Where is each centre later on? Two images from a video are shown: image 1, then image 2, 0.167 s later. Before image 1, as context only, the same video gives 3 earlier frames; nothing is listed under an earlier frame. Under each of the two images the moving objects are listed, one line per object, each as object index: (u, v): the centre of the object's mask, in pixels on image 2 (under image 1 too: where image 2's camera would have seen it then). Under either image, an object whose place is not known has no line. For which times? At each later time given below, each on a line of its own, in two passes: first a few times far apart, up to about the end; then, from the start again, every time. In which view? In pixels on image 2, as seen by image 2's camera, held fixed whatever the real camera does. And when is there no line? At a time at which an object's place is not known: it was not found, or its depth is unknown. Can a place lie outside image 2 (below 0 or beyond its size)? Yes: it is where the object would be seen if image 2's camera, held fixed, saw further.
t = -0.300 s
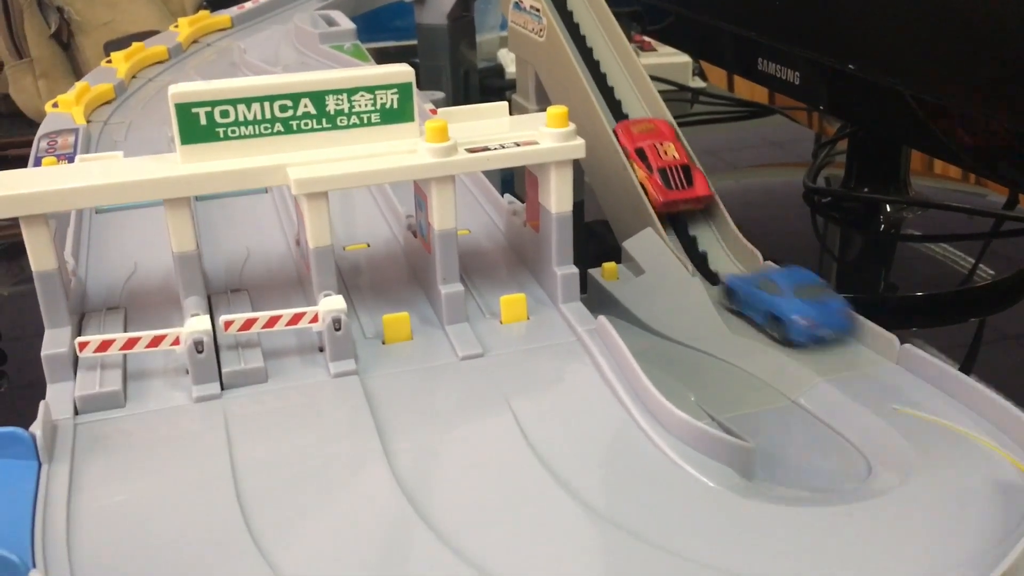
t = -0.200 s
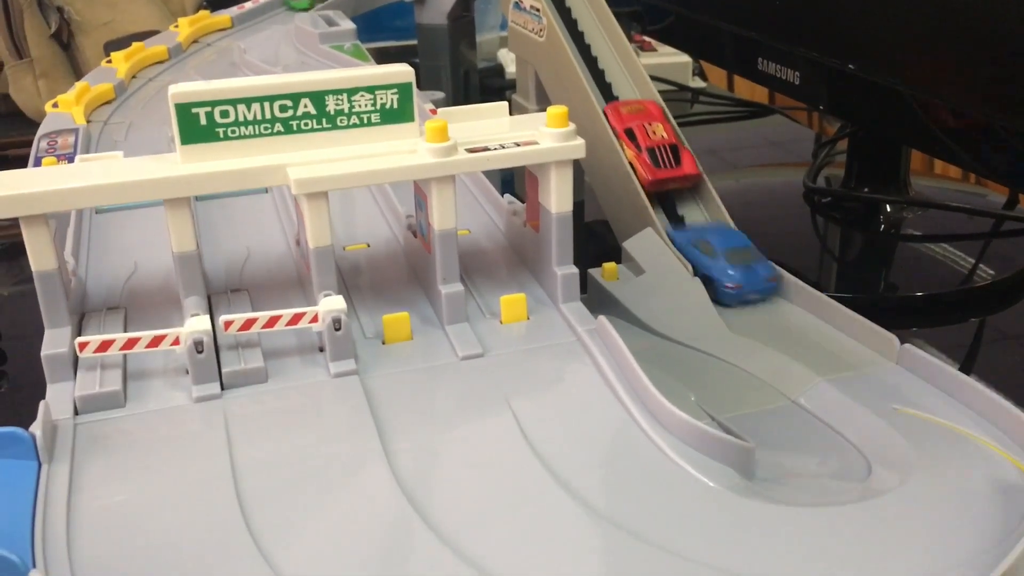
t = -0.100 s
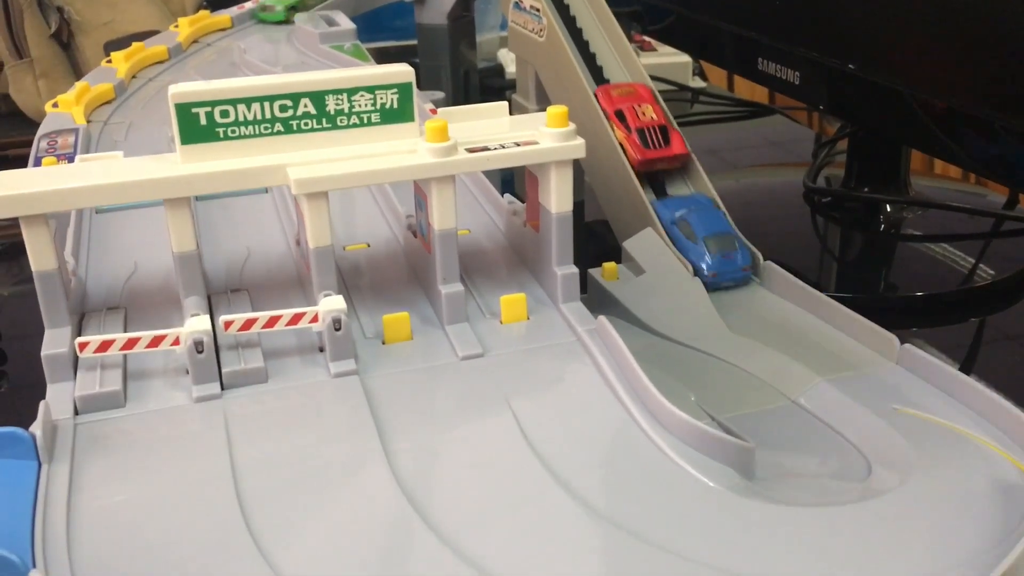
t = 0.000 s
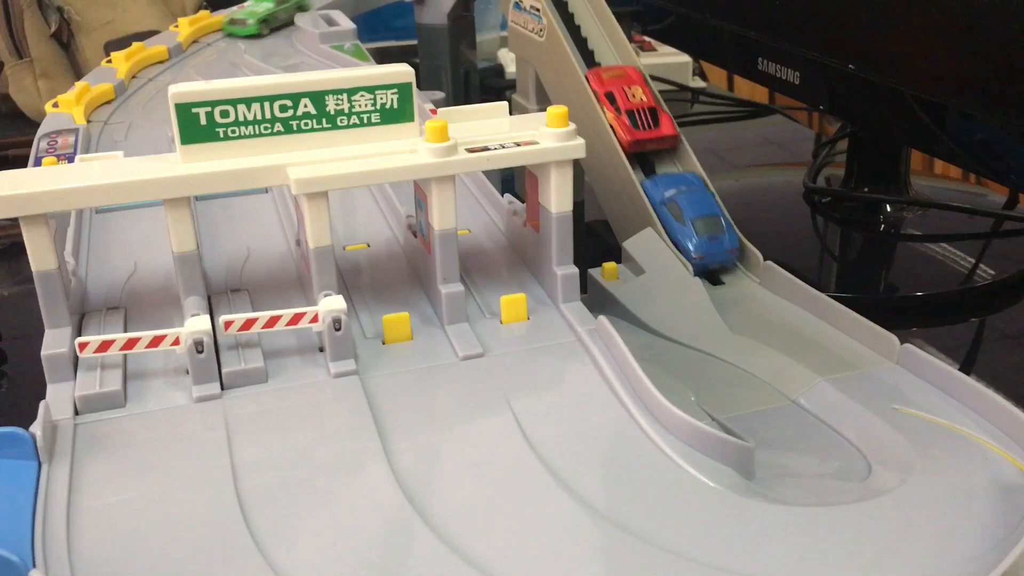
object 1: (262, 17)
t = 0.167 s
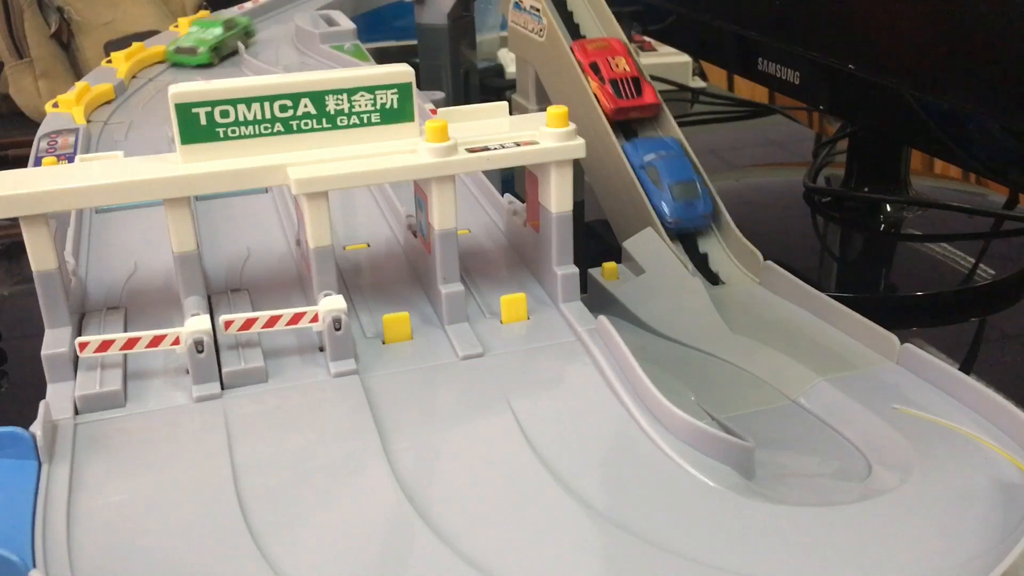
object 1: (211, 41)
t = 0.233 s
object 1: (189, 53)
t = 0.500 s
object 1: (128, 117)
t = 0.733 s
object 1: (121, 223)
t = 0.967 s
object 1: (131, 328)
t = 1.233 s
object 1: (164, 537)
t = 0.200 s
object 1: (200, 47)
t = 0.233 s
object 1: (189, 53)
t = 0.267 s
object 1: (179, 60)
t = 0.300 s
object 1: (169, 66)
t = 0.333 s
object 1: (158, 74)
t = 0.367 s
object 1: (149, 81)
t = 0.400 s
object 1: (140, 90)
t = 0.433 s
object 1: (134, 99)
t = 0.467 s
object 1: (130, 107)
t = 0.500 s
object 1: (128, 117)
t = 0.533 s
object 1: (126, 123)
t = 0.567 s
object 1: (123, 128)
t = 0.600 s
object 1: (122, 132)
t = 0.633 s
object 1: (122, 137)
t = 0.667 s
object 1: (124, 142)
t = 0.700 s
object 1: (122, 215)
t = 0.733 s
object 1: (121, 223)
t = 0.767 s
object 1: (121, 232)
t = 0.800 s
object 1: (120, 242)
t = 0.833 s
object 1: (125, 253)
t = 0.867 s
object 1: (127, 266)
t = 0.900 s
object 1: (116, 291)
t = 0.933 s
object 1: (124, 313)
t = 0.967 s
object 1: (131, 328)
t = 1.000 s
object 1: (131, 353)
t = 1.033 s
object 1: (131, 379)
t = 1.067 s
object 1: (131, 408)
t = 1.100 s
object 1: (133, 443)
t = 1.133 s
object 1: (134, 483)
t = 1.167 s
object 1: (138, 501)
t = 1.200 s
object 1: (150, 518)
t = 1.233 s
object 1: (164, 537)
